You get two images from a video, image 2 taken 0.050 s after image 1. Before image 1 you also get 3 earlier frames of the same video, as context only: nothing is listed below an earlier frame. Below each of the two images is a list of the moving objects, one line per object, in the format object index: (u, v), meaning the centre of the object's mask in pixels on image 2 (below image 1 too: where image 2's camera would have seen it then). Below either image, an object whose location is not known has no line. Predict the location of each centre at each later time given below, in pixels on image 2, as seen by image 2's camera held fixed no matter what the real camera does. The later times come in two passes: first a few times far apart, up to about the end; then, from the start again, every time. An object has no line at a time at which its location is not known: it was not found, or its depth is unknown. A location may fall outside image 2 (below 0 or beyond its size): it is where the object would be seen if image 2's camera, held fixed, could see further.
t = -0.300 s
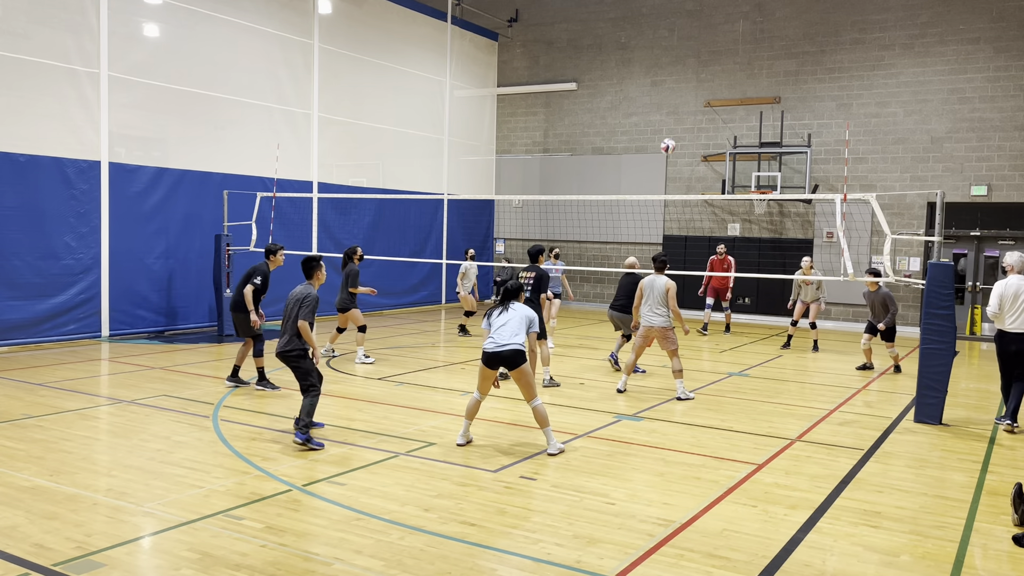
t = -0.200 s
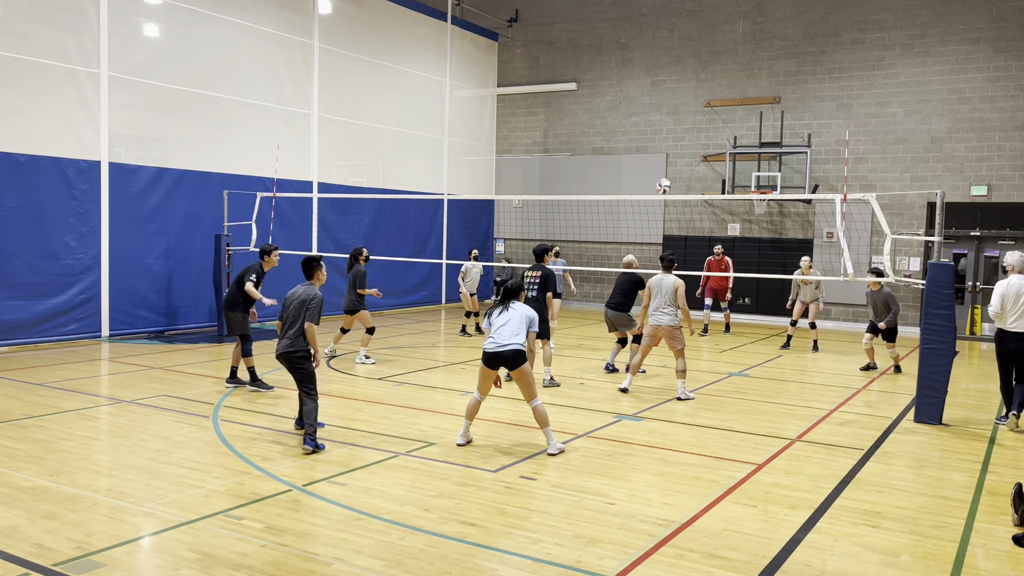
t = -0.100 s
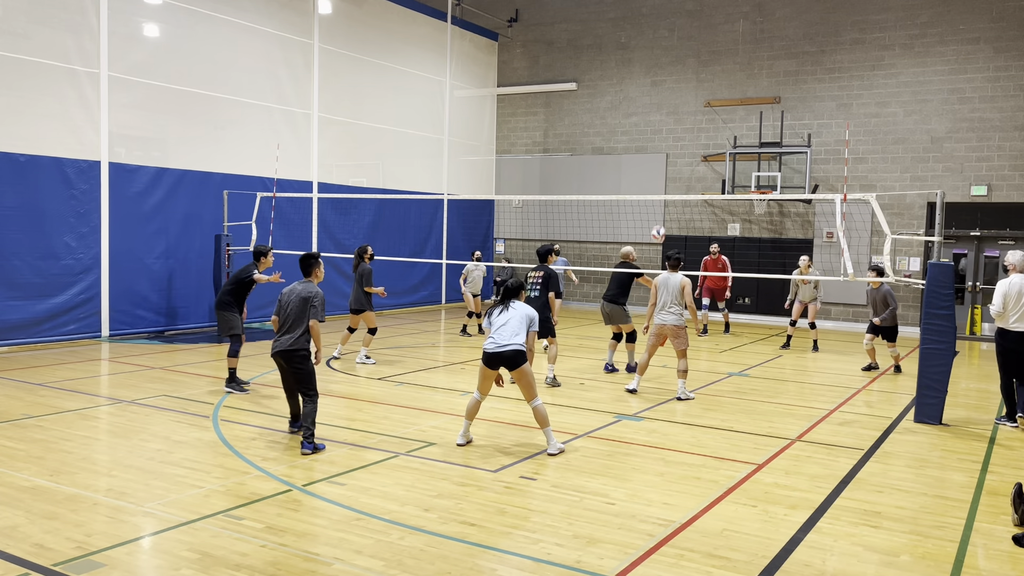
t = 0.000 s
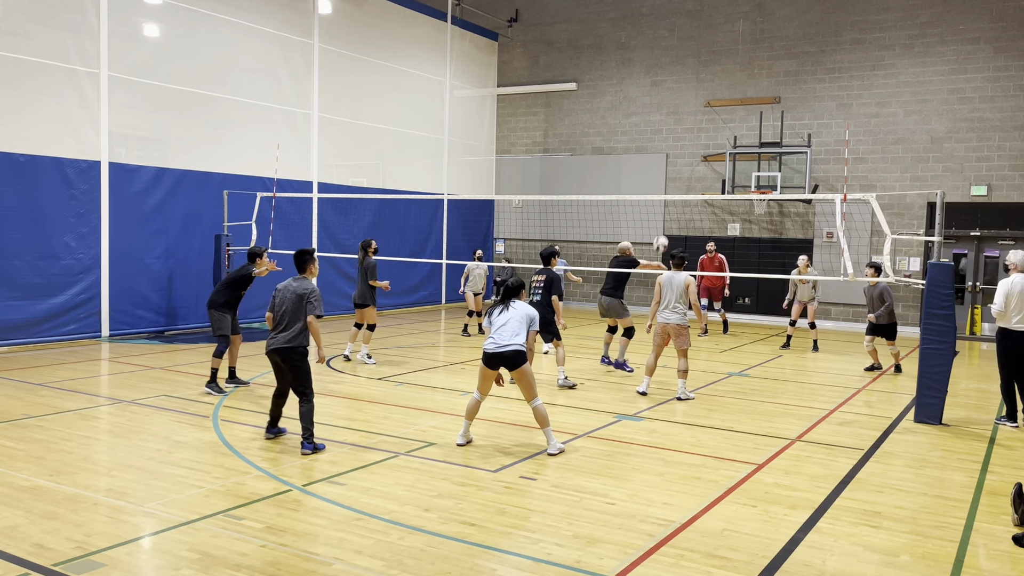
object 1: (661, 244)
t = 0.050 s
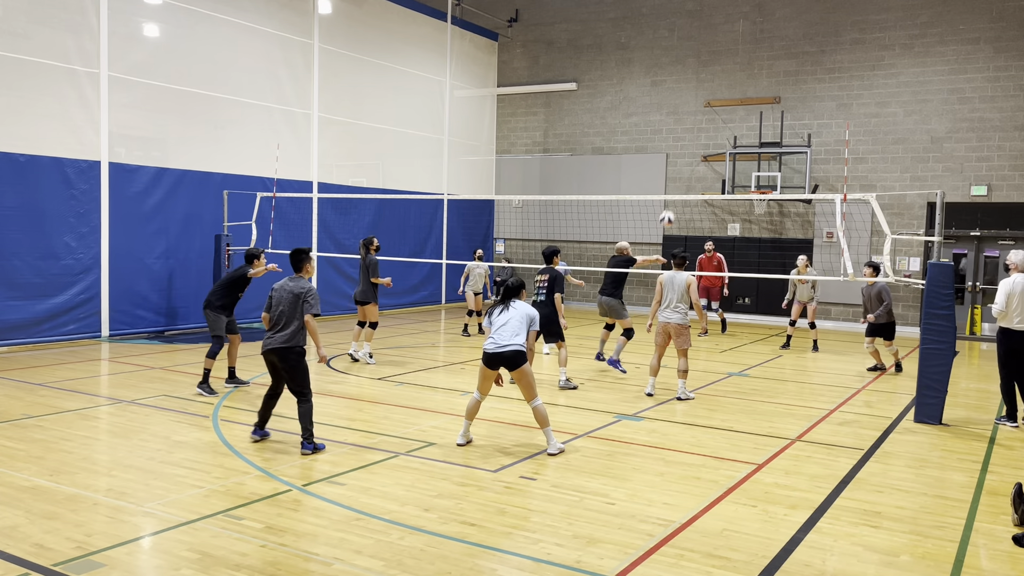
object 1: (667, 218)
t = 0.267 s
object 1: (694, 130)
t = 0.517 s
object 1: (724, 72)
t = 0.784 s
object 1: (752, 60)
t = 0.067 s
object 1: (669, 211)
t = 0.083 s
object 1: (671, 205)
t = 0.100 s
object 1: (674, 193)
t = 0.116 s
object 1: (676, 187)
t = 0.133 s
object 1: (678, 180)
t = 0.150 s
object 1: (680, 173)
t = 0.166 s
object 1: (682, 166)
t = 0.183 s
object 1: (684, 160)
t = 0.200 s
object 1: (686, 153)
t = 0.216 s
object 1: (688, 147)
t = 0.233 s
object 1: (690, 141)
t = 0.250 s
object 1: (692, 135)
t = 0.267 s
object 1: (694, 130)
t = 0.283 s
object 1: (696, 124)
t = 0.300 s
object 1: (698, 119)
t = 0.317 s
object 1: (700, 114)
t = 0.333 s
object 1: (702, 110)
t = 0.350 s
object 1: (704, 105)
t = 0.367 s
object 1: (706, 101)
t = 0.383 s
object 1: (708, 97)
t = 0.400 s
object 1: (710, 94)
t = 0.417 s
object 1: (712, 90)
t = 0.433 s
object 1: (714, 86)
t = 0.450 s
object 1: (716, 83)
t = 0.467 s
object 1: (718, 80)
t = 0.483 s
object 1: (720, 77)
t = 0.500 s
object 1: (722, 75)
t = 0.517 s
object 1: (724, 72)
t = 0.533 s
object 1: (725, 70)
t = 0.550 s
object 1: (727, 68)
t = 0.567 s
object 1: (729, 66)
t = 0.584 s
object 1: (731, 64)
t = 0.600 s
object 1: (733, 63)
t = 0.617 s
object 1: (735, 62)
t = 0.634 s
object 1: (737, 61)
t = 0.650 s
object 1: (738, 60)
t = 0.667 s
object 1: (740, 59)
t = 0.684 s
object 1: (742, 59)
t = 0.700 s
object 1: (743, 58)
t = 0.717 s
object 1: (745, 58)
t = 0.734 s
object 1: (747, 58)
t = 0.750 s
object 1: (748, 59)
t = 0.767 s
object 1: (750, 59)
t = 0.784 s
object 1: (752, 60)
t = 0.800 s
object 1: (754, 61)
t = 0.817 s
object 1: (755, 62)
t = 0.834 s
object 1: (757, 63)
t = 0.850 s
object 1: (758, 65)
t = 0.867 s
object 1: (760, 67)
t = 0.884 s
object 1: (761, 68)
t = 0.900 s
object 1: (763, 71)
